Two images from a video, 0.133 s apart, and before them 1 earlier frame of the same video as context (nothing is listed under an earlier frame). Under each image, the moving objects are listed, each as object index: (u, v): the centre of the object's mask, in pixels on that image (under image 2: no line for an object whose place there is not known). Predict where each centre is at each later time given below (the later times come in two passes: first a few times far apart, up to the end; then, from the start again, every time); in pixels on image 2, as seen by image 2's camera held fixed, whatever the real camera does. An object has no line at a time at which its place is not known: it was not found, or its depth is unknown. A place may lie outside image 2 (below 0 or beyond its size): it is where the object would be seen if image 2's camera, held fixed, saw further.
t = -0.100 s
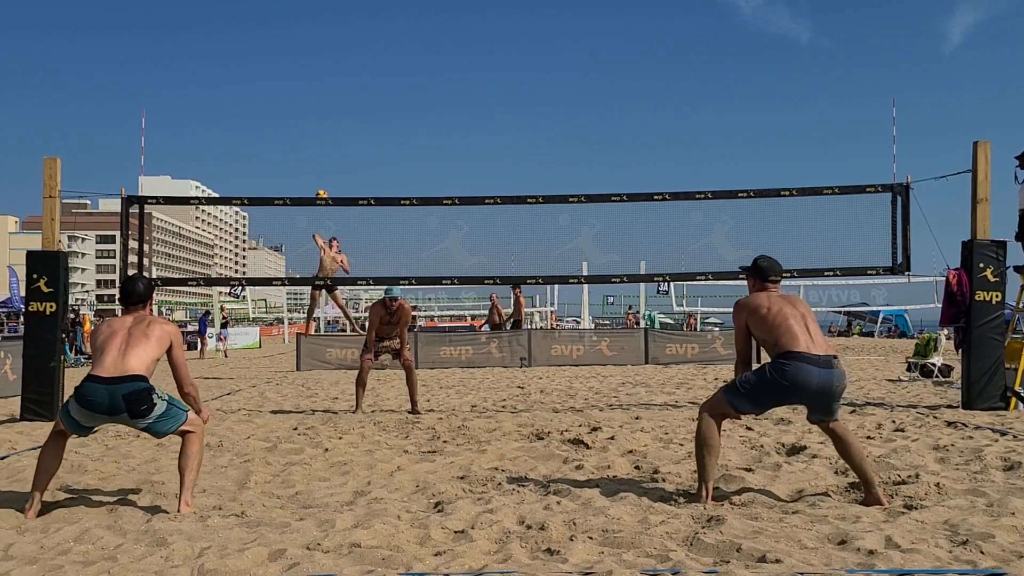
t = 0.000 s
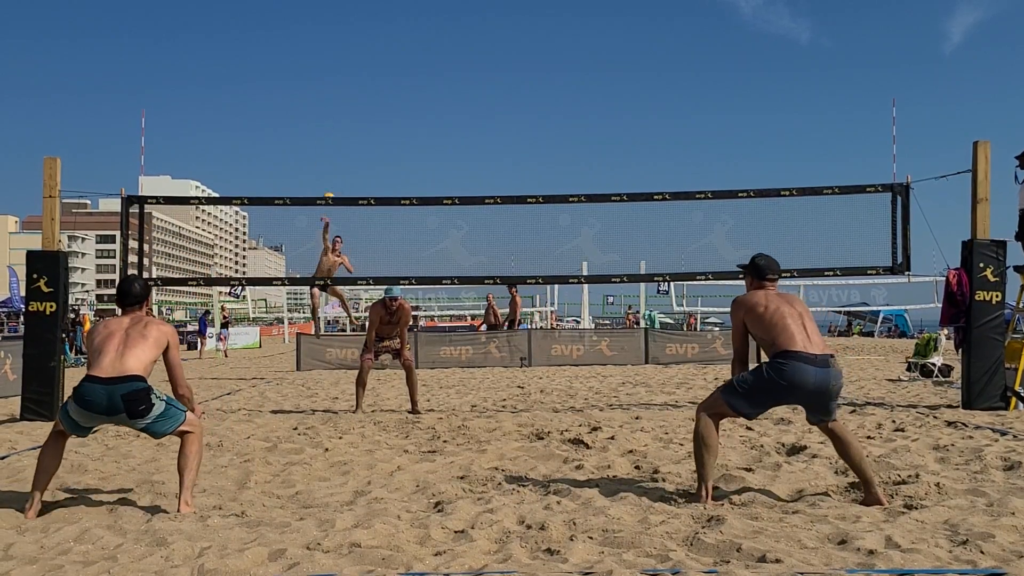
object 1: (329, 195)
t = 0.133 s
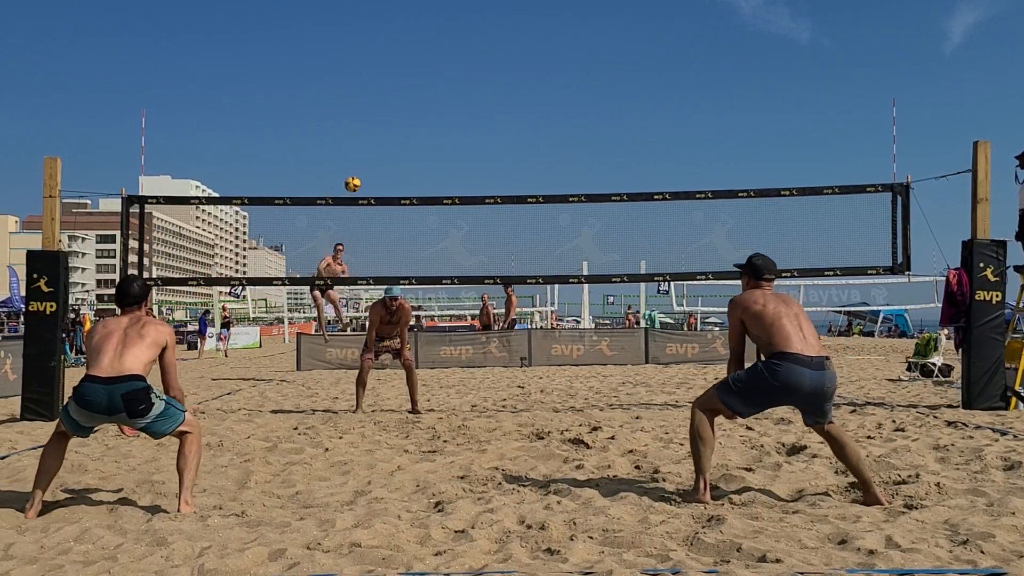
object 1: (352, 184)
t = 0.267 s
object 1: (384, 190)
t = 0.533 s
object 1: (436, 174)
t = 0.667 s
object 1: (465, 189)
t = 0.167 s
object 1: (360, 184)
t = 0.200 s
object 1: (367, 185)
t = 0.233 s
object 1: (375, 188)
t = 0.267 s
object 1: (384, 190)
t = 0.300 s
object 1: (392, 195)
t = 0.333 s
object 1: (398, 189)
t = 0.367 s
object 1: (404, 184)
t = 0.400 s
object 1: (410, 180)
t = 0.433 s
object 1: (416, 176)
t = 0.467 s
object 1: (423, 174)
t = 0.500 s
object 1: (429, 173)
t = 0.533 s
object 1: (436, 174)
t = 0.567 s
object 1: (443, 175)
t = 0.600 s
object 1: (450, 178)
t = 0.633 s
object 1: (457, 183)
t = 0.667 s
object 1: (465, 189)
